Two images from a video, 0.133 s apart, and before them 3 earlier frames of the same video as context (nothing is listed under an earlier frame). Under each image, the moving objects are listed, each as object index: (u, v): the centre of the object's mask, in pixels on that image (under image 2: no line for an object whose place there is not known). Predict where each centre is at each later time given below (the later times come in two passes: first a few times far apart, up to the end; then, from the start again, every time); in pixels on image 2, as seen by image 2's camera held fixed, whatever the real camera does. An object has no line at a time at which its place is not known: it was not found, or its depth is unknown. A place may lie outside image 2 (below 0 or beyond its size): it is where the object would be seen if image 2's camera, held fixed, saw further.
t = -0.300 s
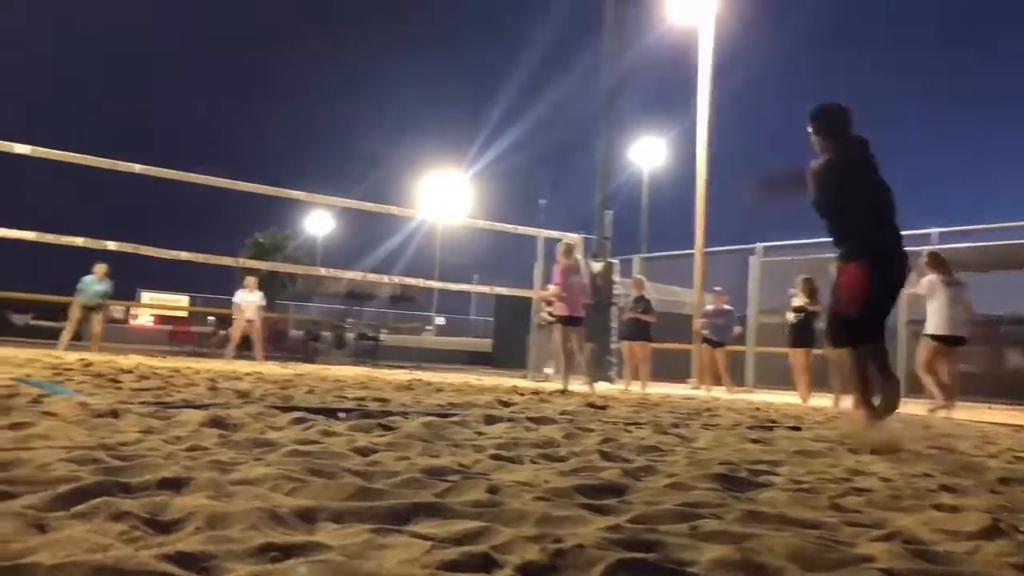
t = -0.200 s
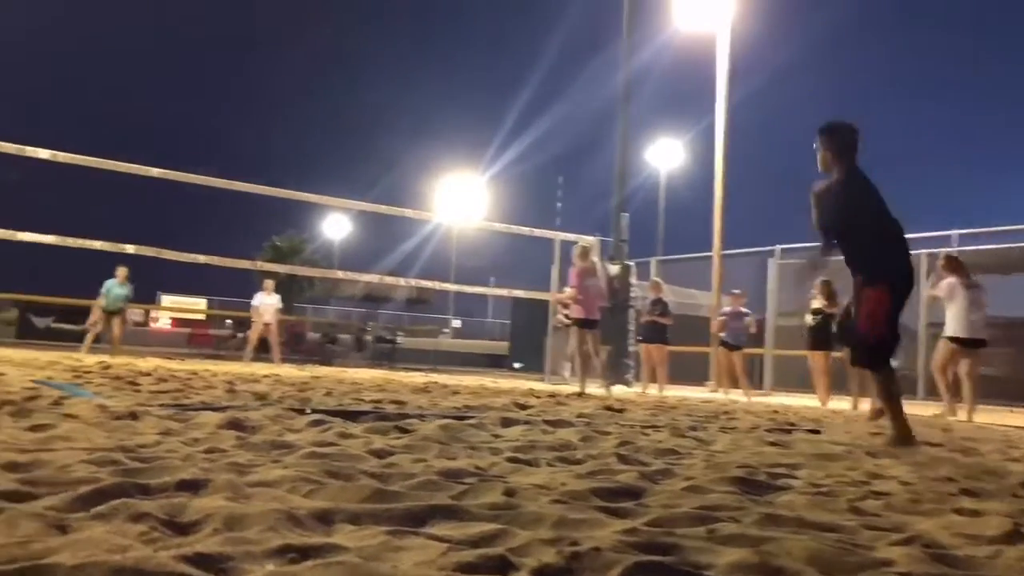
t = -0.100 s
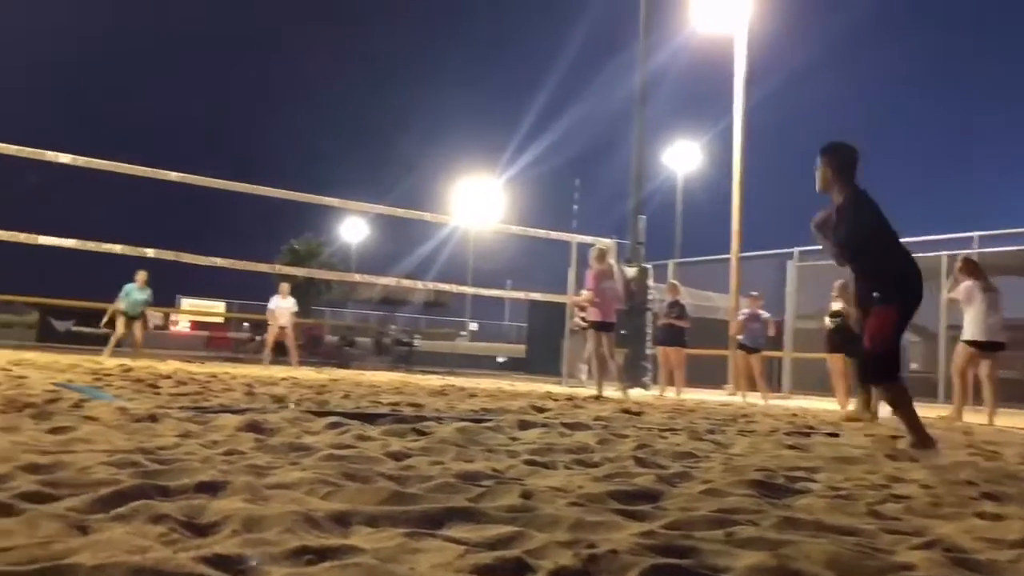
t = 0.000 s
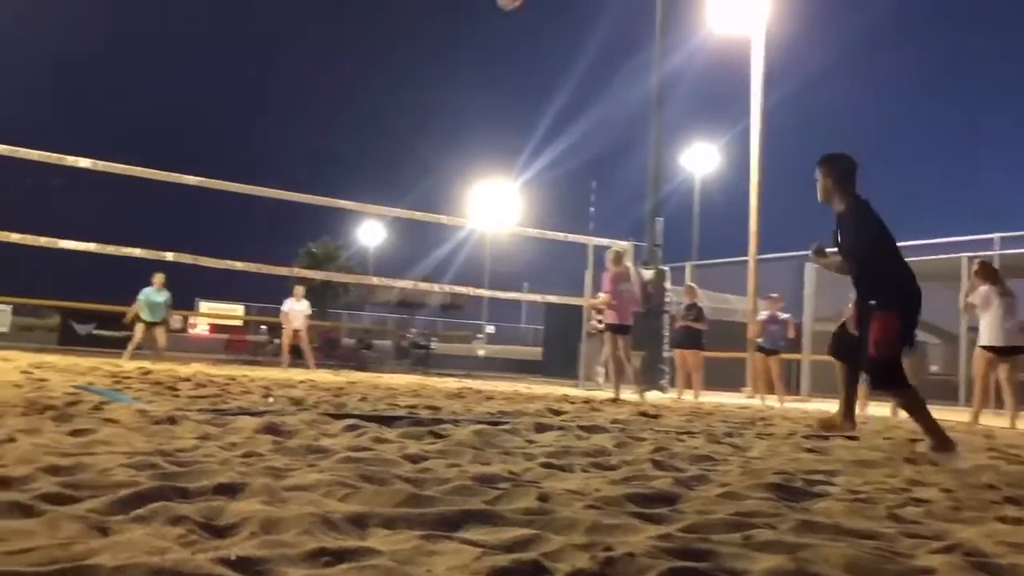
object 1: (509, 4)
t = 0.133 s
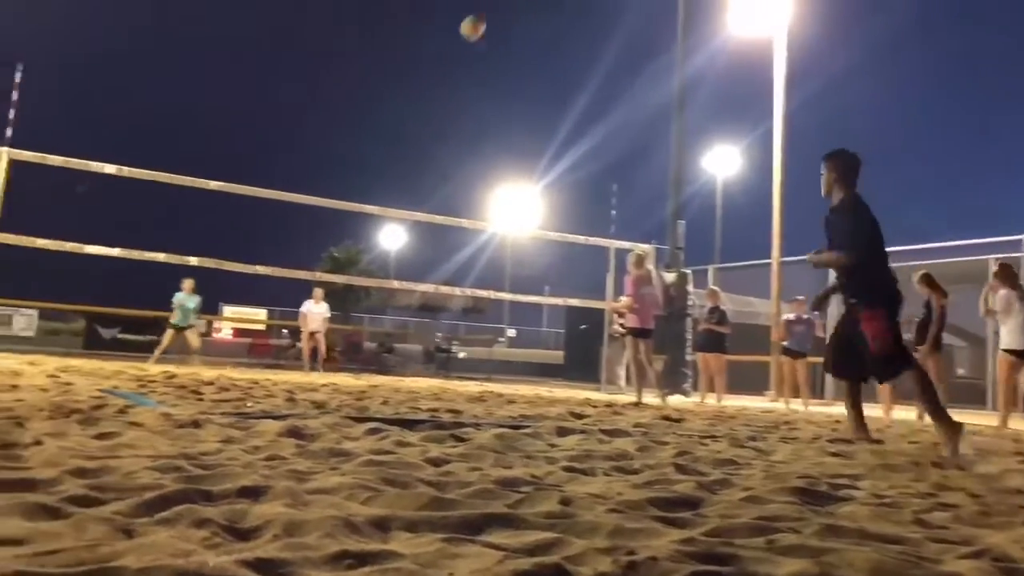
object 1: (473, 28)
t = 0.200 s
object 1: (448, 46)
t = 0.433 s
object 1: (374, 126)
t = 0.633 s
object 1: (324, 212)
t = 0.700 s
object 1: (310, 239)
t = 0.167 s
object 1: (459, 37)
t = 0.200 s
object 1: (448, 46)
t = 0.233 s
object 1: (436, 57)
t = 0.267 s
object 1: (424, 67)
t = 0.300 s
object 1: (413, 78)
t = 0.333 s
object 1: (403, 90)
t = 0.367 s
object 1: (393, 101)
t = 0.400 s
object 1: (383, 114)
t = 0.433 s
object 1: (374, 126)
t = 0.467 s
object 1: (365, 139)
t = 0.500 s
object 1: (357, 152)
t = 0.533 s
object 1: (348, 166)
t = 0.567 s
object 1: (340, 180)
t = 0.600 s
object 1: (333, 191)
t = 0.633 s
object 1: (324, 212)
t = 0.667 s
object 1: (317, 224)
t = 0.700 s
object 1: (310, 239)
